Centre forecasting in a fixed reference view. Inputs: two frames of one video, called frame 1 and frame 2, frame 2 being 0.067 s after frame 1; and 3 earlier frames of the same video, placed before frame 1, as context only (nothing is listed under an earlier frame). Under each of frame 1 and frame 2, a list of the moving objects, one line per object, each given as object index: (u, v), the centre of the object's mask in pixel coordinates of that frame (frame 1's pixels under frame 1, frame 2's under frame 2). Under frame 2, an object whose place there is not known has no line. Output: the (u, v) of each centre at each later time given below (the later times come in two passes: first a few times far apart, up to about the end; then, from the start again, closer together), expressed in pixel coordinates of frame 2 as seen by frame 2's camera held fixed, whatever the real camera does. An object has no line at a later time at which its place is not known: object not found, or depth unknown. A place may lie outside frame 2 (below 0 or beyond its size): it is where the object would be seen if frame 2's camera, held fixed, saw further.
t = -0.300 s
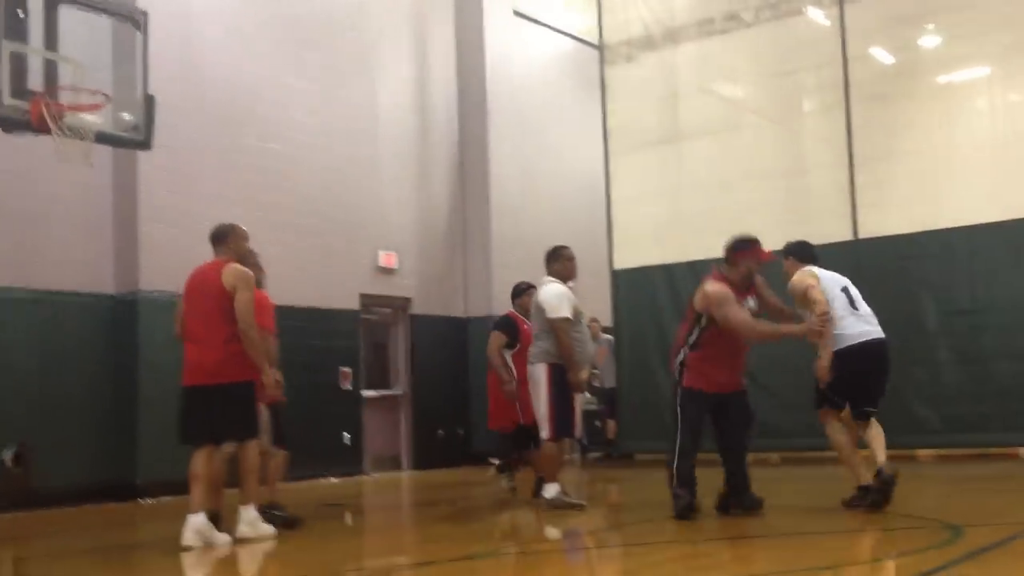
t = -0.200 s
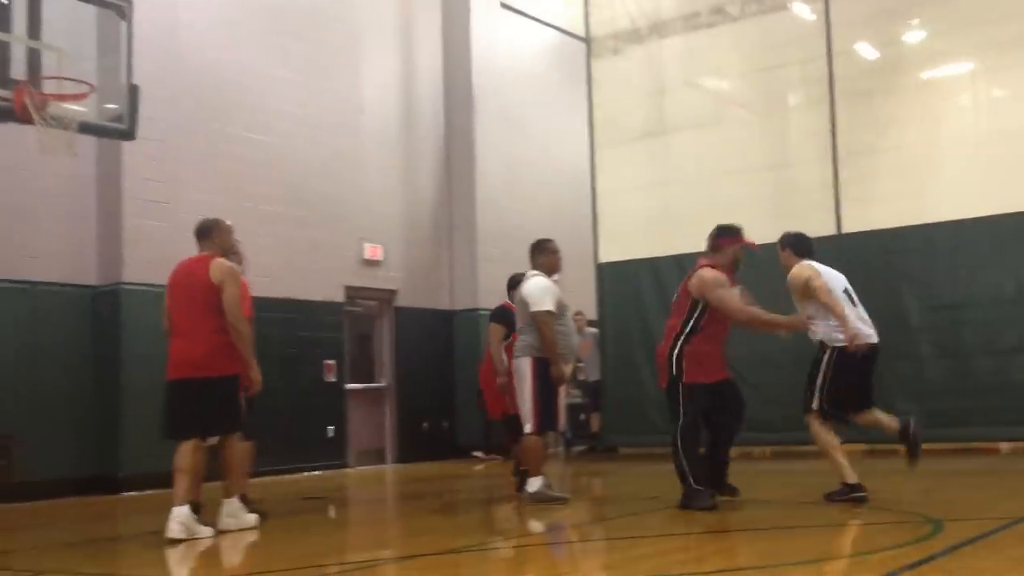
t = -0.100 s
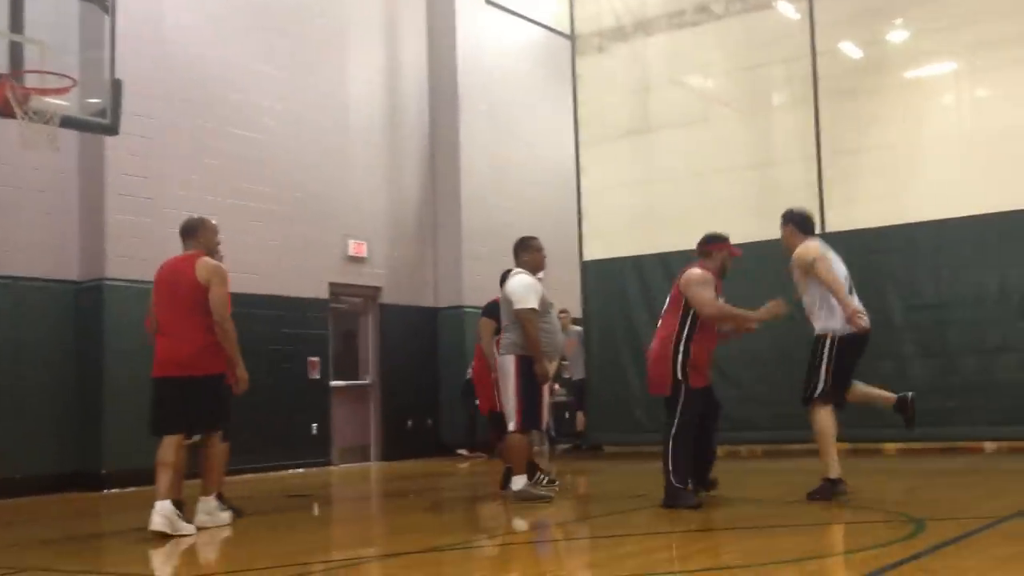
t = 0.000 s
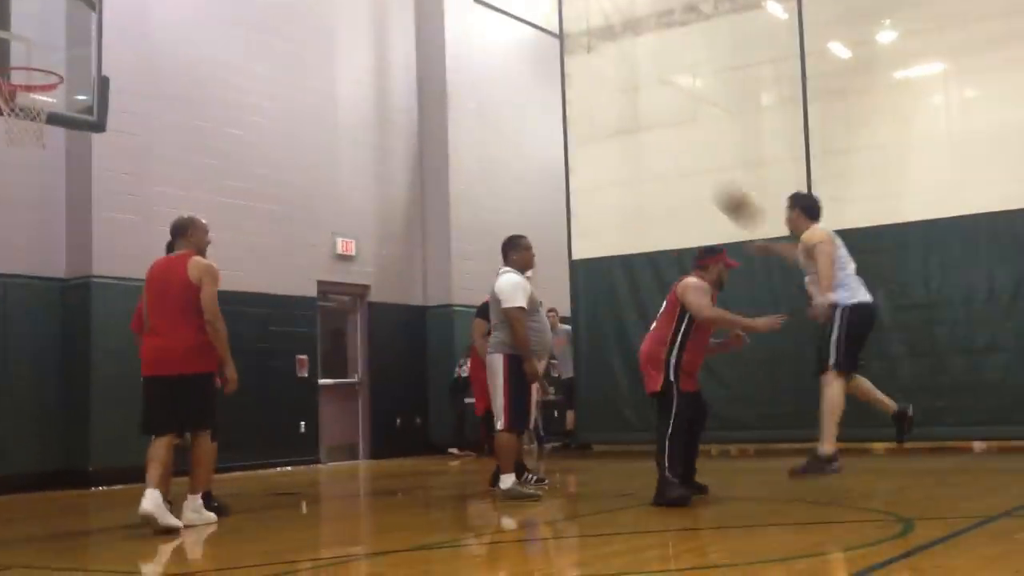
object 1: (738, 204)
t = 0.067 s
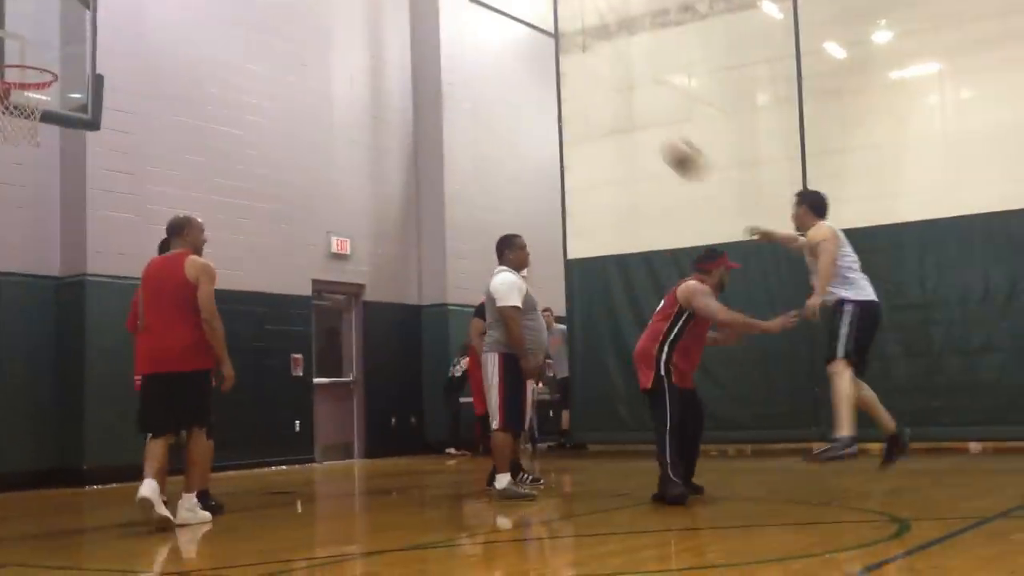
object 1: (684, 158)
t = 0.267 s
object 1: (545, 62)
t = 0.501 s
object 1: (397, 12)
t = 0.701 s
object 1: (275, 25)
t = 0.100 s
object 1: (661, 138)
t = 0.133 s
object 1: (637, 120)
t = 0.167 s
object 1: (615, 103)
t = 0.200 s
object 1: (593, 87)
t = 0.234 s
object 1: (569, 72)
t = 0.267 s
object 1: (545, 62)
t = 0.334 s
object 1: (503, 40)
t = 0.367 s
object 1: (480, 32)
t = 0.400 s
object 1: (458, 24)
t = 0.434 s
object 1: (439, 18)
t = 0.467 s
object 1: (418, 15)
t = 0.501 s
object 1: (397, 12)
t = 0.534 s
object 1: (377, 11)
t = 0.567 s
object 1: (357, 10)
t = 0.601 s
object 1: (335, 12)
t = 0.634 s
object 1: (316, 15)
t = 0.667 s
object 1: (295, 20)
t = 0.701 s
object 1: (275, 25)
